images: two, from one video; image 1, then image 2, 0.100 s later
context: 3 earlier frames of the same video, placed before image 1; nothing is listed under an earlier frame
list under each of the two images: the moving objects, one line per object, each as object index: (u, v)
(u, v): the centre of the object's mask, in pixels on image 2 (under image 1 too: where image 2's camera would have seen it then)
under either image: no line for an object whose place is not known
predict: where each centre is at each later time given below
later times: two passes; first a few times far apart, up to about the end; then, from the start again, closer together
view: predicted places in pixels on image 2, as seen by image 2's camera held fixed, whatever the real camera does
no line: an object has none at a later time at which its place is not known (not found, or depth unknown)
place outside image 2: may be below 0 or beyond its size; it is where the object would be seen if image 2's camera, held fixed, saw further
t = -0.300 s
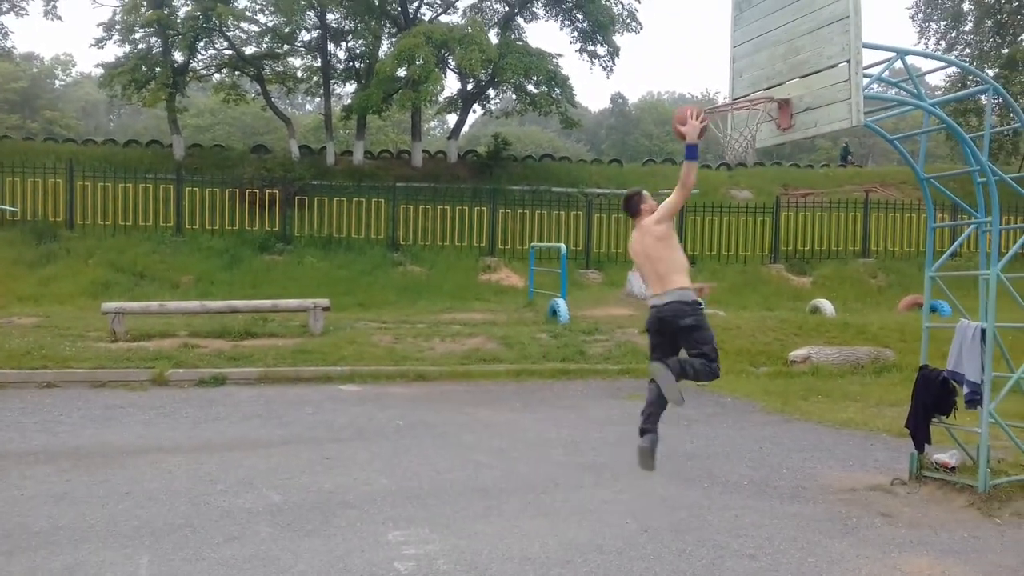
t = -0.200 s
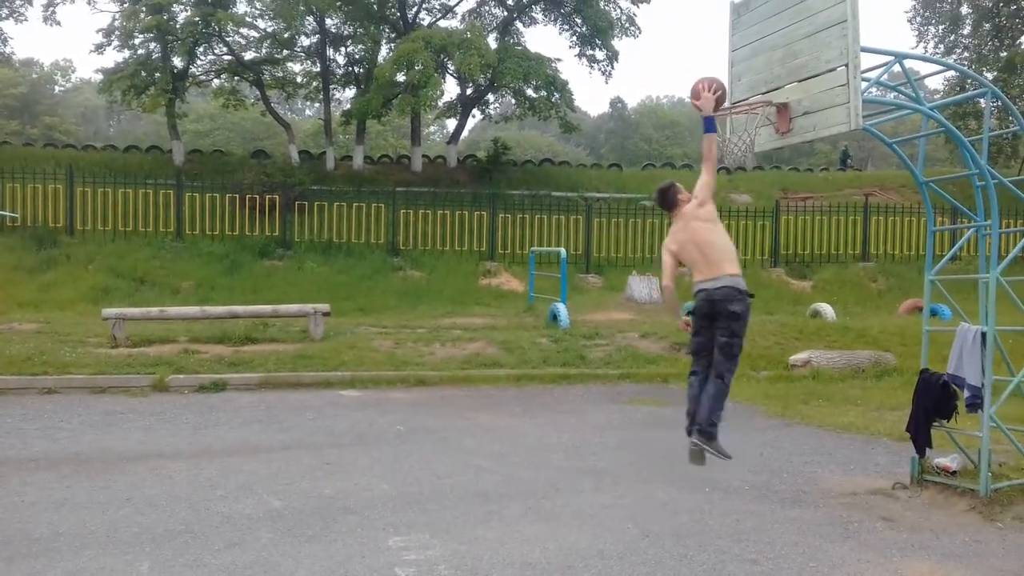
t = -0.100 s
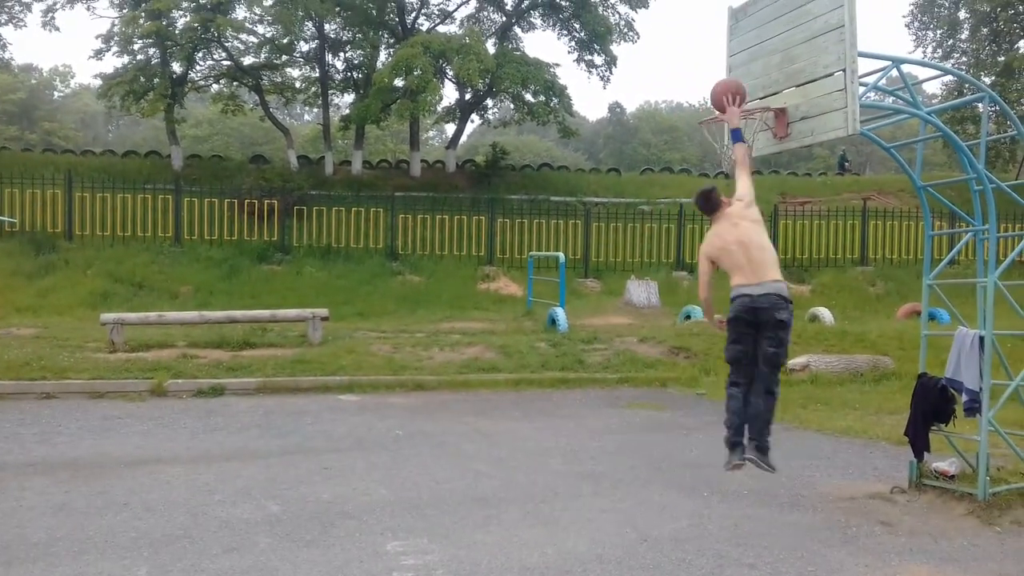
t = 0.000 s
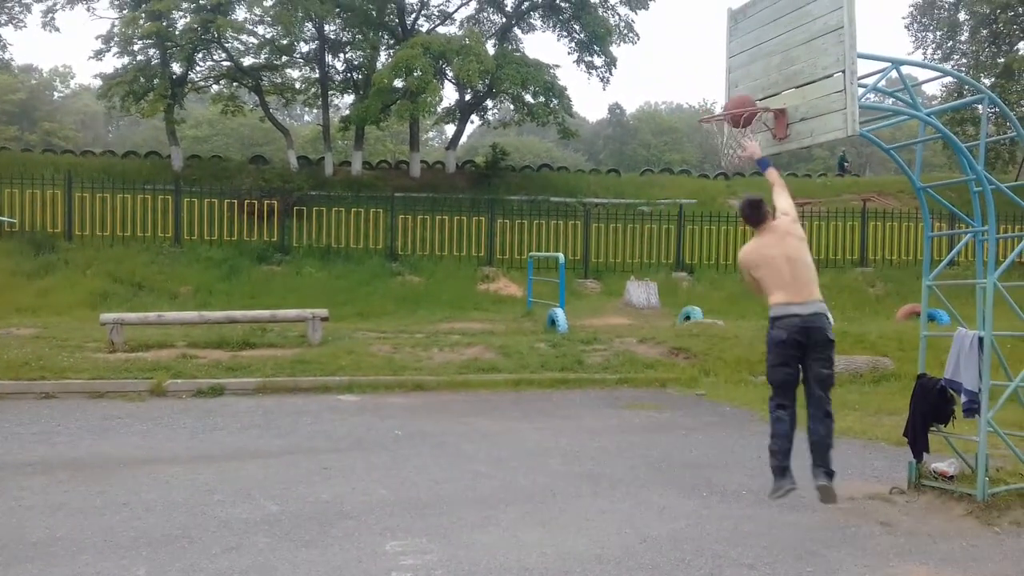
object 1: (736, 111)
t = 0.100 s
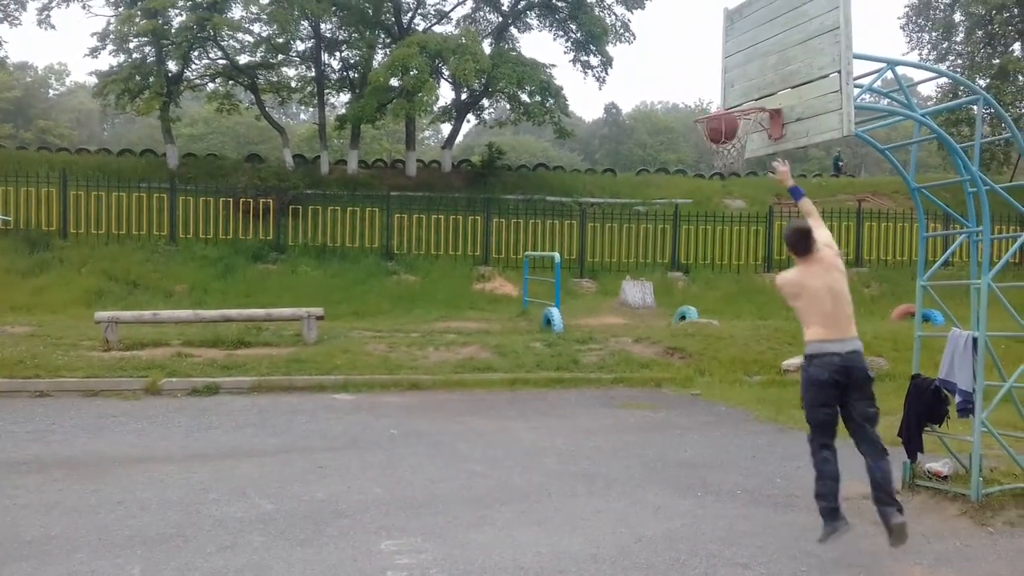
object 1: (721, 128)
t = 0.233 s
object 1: (735, 153)
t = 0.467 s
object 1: (741, 152)
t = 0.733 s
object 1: (731, 168)
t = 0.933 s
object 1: (718, 210)
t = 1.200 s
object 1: (701, 362)
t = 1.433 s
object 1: (692, 459)
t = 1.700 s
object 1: (694, 321)
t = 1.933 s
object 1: (696, 277)
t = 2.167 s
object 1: (697, 305)
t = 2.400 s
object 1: (697, 410)
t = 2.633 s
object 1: (700, 447)
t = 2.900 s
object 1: (708, 348)
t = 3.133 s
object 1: (713, 353)
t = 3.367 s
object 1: (719, 433)
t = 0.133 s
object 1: (725, 136)
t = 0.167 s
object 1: (730, 144)
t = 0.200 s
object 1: (733, 151)
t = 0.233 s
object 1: (735, 153)
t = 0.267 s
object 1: (738, 152)
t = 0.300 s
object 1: (739, 150)
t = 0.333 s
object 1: (740, 149)
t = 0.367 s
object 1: (742, 148)
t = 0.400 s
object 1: (742, 147)
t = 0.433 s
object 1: (741, 148)
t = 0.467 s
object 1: (741, 152)
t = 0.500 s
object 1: (741, 155)
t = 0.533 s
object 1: (739, 153)
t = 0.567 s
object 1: (737, 155)
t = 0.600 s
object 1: (739, 162)
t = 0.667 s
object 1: (735, 167)
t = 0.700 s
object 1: (733, 166)
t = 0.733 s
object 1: (731, 168)
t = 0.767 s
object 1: (728, 169)
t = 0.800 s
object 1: (726, 173)
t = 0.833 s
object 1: (724, 180)
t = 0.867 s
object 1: (722, 189)
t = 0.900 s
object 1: (720, 198)
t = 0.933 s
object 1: (718, 210)
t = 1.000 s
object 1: (713, 239)
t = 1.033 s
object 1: (711, 256)
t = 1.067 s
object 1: (709, 274)
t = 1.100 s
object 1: (707, 293)
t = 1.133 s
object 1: (705, 315)
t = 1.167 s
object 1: (702, 338)
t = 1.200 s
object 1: (701, 362)
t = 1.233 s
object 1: (698, 389)
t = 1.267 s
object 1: (696, 418)
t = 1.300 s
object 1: (695, 448)
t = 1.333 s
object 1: (693, 479)
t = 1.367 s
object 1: (691, 509)
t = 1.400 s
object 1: (691, 483)
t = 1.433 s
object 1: (692, 459)
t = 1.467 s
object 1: (691, 437)
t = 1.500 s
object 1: (692, 416)
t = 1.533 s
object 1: (693, 396)
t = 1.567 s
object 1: (692, 379)
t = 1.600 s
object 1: (693, 362)
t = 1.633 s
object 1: (694, 346)
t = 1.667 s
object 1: (693, 333)
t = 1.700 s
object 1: (694, 321)
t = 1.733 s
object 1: (694, 310)
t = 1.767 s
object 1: (695, 301)
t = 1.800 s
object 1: (695, 293)
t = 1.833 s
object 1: (695, 287)
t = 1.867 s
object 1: (695, 282)
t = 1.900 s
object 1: (696, 279)
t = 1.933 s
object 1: (696, 277)
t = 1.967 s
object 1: (696, 277)
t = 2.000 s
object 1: (696, 278)
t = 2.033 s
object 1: (697, 280)
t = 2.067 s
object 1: (697, 284)
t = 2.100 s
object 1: (697, 290)
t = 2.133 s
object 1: (697, 297)
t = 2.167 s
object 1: (697, 305)
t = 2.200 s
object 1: (697, 316)
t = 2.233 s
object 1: (697, 328)
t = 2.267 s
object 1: (697, 341)
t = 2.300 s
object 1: (697, 355)
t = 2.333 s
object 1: (698, 372)
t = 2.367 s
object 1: (697, 390)
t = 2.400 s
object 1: (697, 410)
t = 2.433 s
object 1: (697, 432)
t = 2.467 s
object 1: (697, 455)
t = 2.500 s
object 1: (697, 479)
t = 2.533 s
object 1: (697, 505)
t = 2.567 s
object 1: (698, 485)
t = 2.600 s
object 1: (699, 465)
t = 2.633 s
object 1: (700, 447)
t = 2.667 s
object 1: (701, 430)
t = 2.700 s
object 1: (702, 415)
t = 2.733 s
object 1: (702, 400)
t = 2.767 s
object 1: (704, 388)
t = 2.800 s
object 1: (706, 367)
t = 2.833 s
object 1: (706, 359)
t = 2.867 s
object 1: (707, 353)
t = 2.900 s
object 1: (708, 348)
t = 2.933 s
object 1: (709, 344)
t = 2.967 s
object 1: (710, 342)
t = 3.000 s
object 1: (711, 341)
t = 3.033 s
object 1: (711, 342)
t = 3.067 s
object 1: (712, 344)
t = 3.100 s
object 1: (713, 348)
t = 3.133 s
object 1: (713, 353)
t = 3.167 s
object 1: (715, 360)
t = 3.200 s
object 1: (715, 368)
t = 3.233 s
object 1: (716, 378)
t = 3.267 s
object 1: (717, 389)
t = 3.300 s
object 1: (718, 402)
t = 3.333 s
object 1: (718, 417)
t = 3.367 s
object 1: (719, 433)
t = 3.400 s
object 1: (719, 451)
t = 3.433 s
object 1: (720, 470)
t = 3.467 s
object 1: (721, 490)
